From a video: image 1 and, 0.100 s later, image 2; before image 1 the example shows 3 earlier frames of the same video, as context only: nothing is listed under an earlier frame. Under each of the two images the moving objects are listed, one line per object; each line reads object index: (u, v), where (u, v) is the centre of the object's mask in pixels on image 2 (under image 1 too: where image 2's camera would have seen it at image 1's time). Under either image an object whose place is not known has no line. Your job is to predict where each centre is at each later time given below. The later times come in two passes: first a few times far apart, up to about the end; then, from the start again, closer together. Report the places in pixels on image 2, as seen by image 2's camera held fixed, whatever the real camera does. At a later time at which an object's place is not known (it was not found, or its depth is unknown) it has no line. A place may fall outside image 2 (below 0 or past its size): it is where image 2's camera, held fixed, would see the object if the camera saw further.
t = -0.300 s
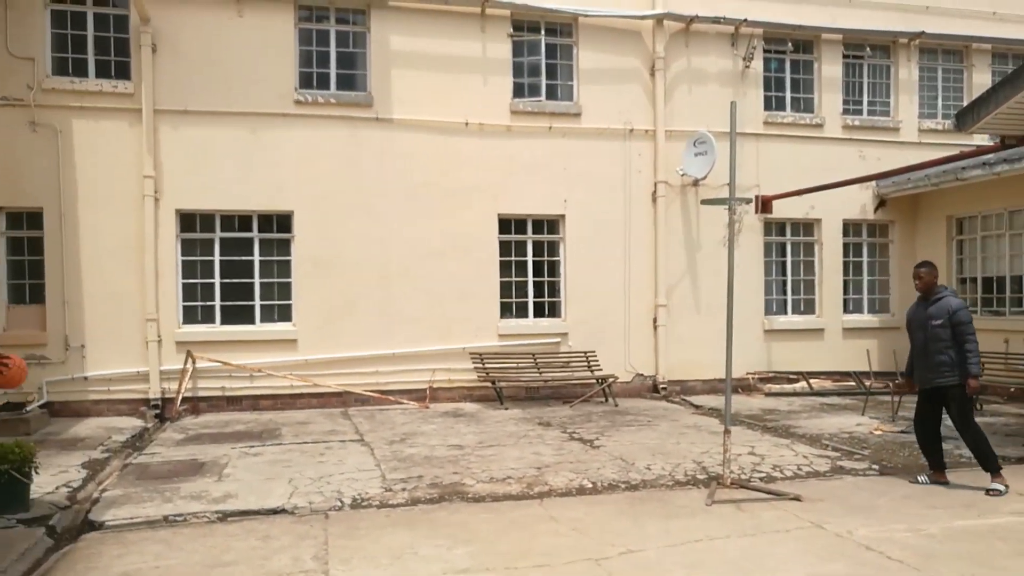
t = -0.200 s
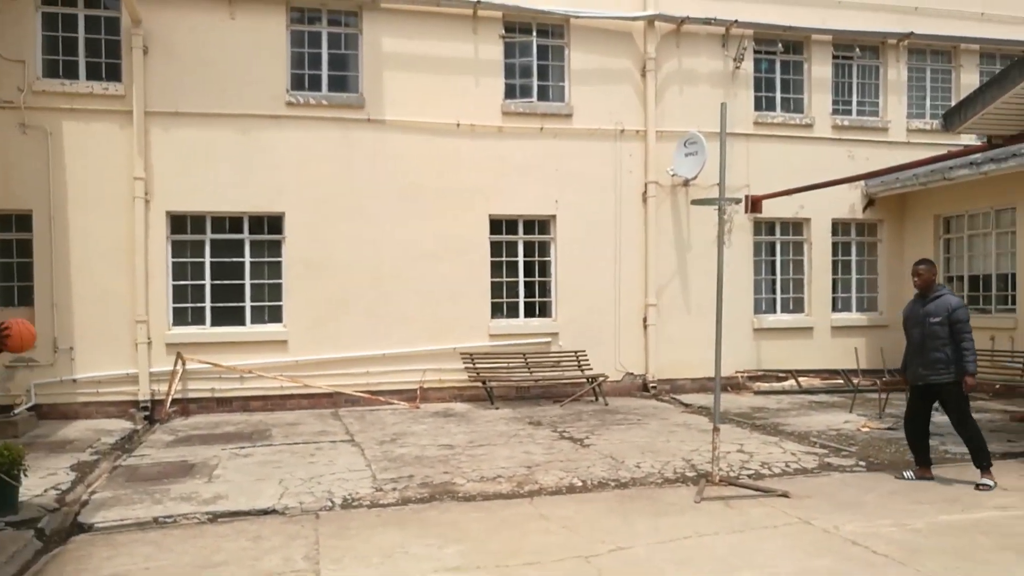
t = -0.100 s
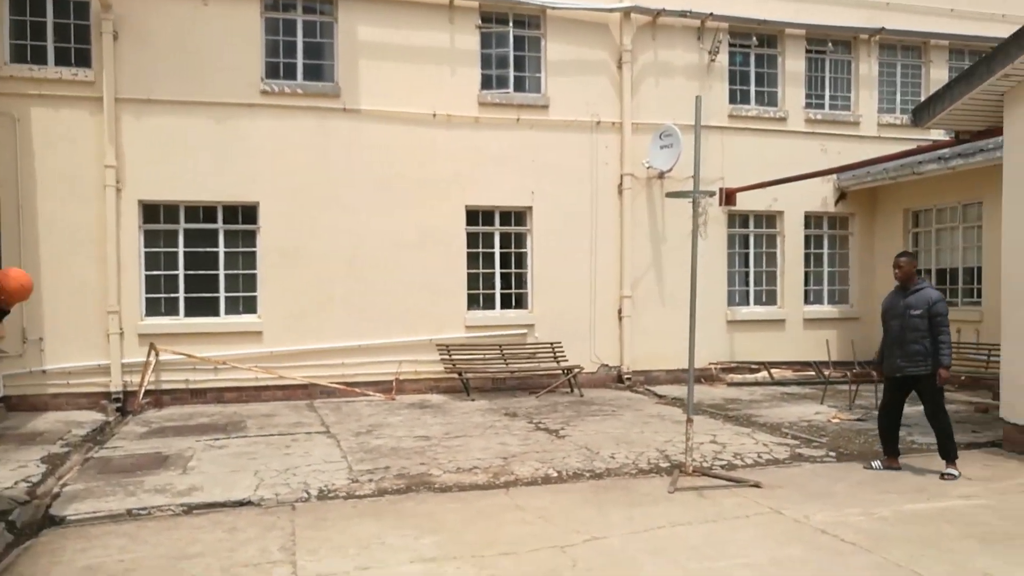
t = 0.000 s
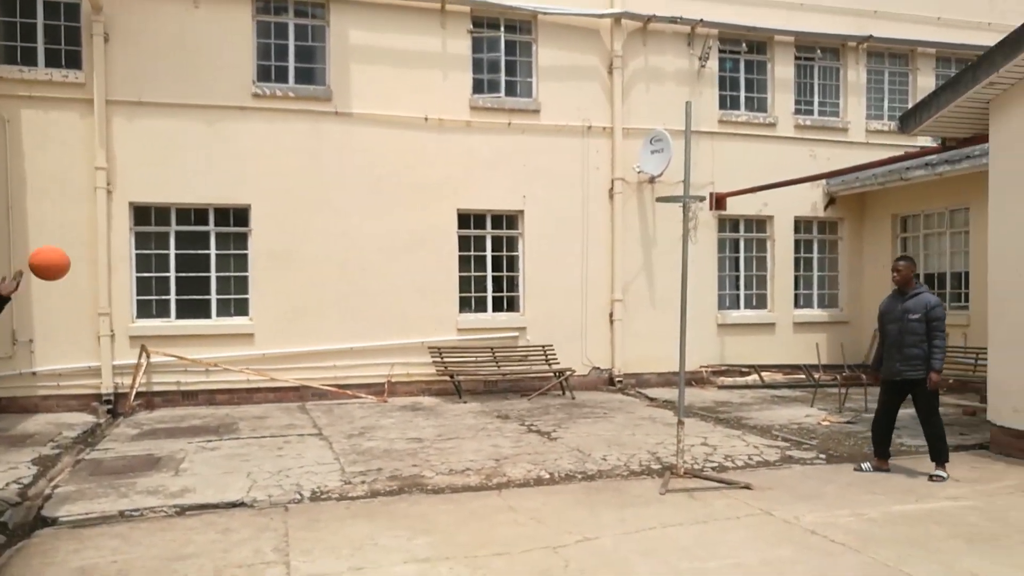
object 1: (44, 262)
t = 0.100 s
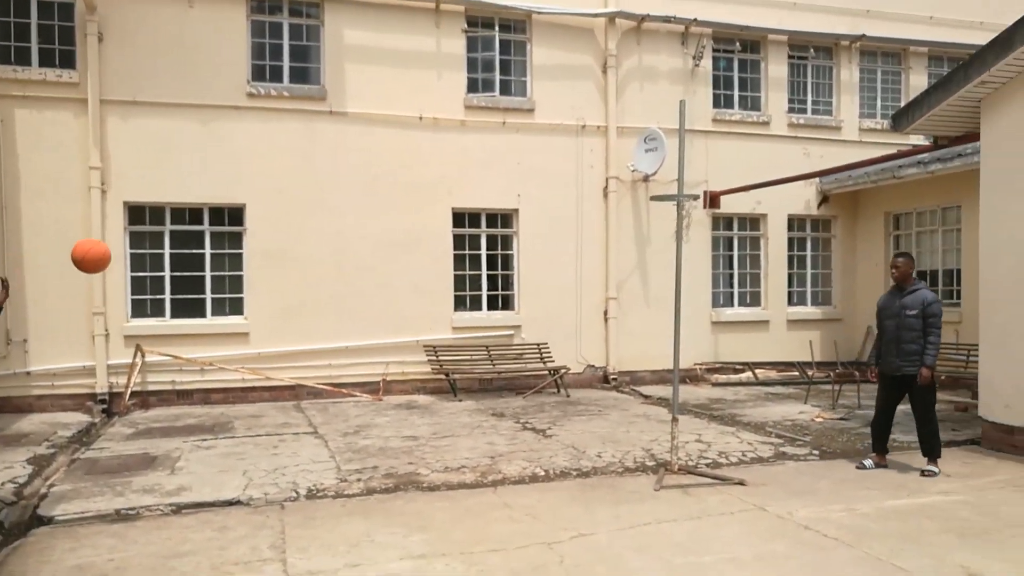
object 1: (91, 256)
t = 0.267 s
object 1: (168, 279)
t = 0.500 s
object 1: (270, 383)
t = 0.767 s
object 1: (356, 454)
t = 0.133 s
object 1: (106, 257)
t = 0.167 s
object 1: (122, 259)
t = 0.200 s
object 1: (138, 265)
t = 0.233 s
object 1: (153, 271)
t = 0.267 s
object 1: (168, 279)
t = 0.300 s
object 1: (183, 289)
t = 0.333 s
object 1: (198, 301)
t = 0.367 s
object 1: (212, 313)
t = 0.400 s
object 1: (228, 328)
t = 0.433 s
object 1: (242, 345)
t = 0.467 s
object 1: (257, 363)
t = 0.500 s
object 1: (270, 383)
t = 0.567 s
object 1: (295, 428)
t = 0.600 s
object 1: (310, 452)
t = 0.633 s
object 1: (324, 478)
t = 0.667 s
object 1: (337, 506)
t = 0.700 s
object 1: (345, 500)
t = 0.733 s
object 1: (351, 476)
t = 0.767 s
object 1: (356, 454)
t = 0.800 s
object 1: (362, 435)
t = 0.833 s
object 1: (368, 417)
